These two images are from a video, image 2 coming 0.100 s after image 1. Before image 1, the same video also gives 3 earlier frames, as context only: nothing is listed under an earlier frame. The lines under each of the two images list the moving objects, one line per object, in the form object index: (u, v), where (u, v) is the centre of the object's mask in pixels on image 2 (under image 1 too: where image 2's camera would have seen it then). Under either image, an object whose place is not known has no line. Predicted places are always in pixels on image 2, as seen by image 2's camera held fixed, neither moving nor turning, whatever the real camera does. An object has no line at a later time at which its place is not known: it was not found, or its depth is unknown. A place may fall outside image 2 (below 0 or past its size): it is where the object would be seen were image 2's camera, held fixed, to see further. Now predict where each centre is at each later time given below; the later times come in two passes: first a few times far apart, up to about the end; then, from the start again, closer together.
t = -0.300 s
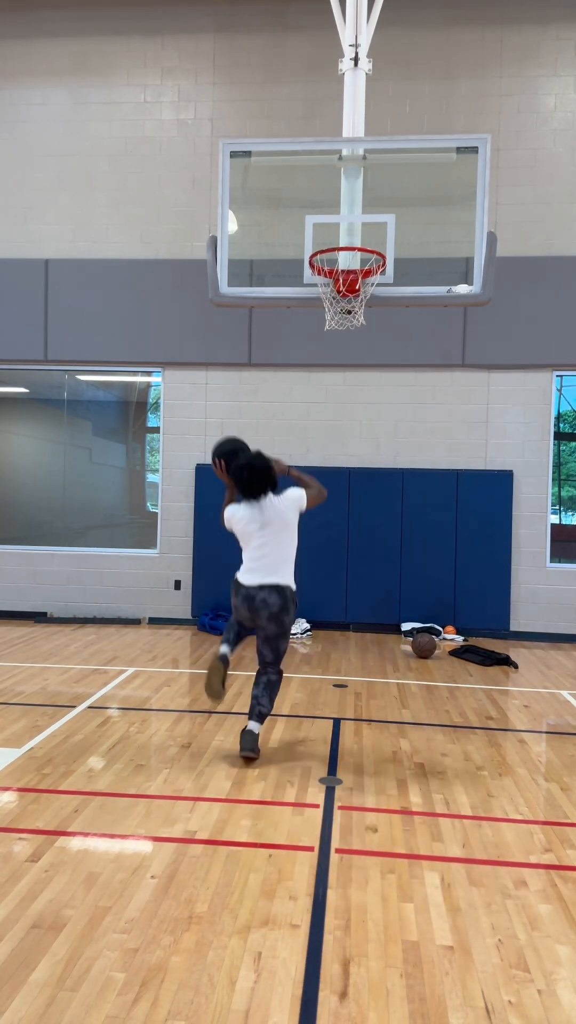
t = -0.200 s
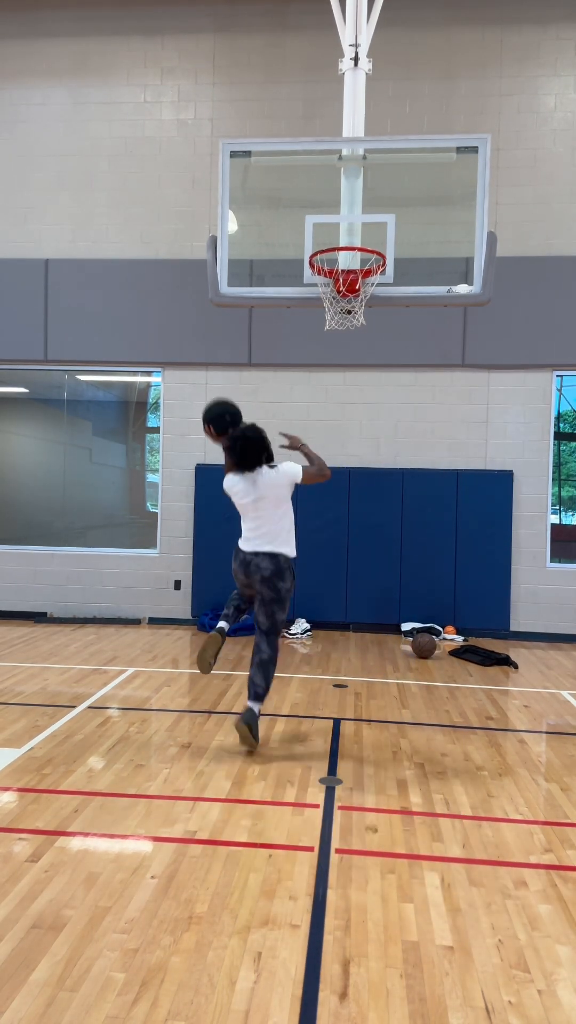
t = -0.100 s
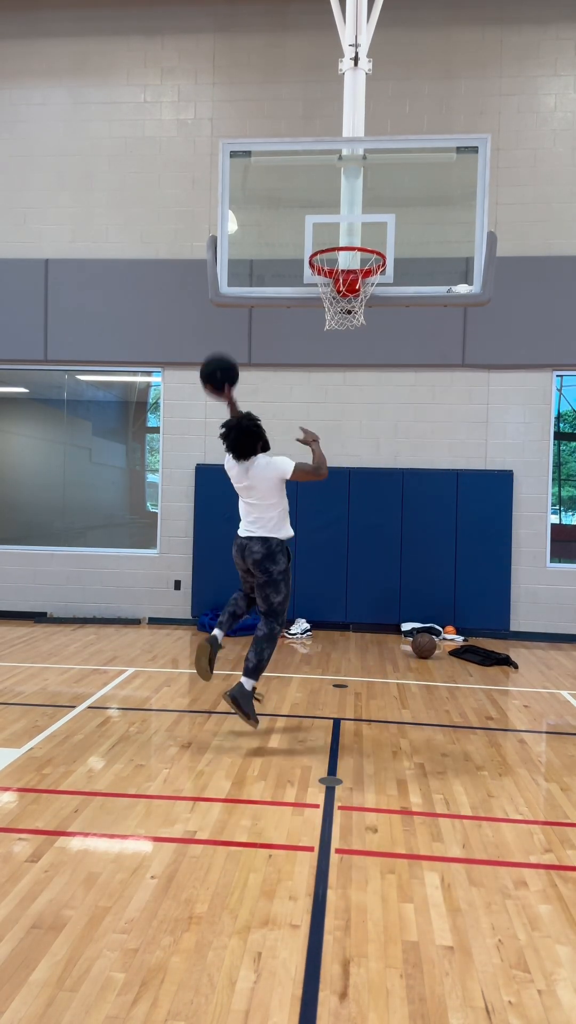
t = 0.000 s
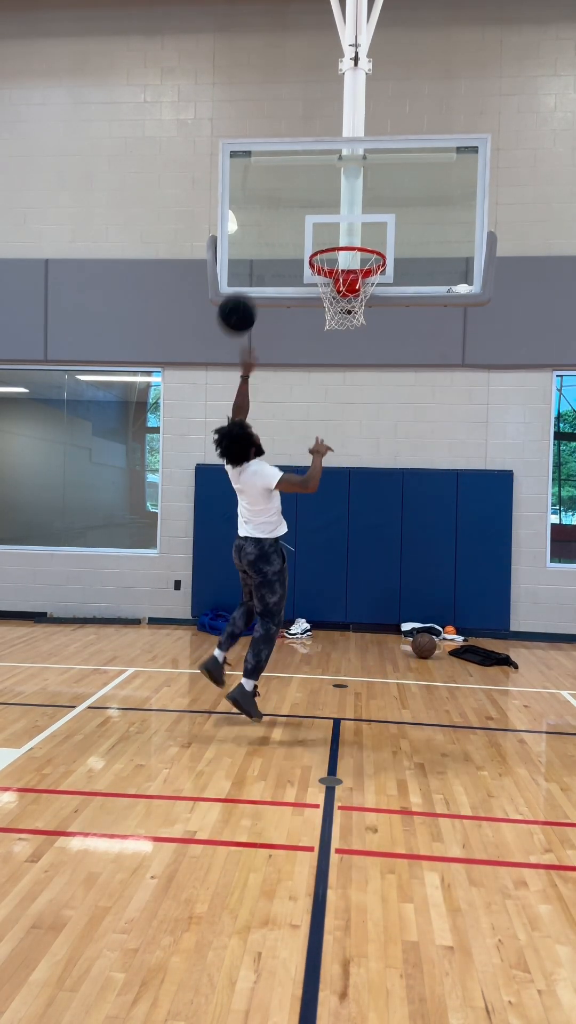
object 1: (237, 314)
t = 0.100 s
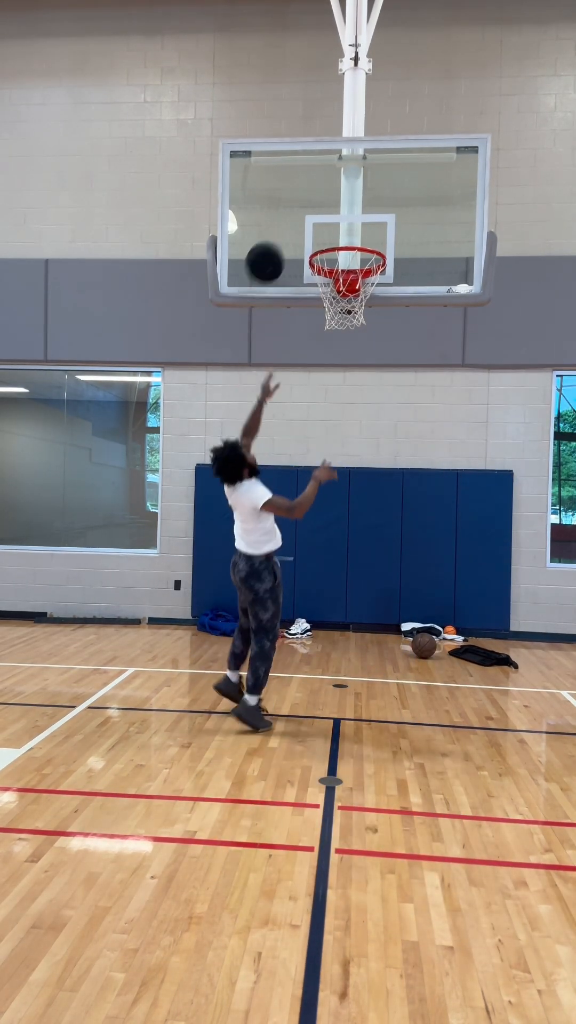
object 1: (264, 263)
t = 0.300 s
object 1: (316, 210)
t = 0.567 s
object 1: (352, 224)
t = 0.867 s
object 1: (361, 324)
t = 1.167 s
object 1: (329, 495)
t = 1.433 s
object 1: (297, 719)
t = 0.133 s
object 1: (274, 249)
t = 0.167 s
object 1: (282, 239)
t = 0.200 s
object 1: (290, 229)
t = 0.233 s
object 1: (299, 221)
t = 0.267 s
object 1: (307, 215)
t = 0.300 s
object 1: (316, 210)
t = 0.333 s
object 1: (324, 208)
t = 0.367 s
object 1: (331, 207)
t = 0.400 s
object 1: (335, 206)
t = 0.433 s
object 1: (339, 206)
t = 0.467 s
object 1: (342, 208)
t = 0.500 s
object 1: (345, 212)
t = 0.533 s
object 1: (349, 217)
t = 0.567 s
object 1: (352, 224)
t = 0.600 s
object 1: (356, 231)
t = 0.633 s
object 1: (359, 243)
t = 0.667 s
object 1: (362, 257)
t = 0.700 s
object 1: (365, 271)
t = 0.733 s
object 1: (368, 286)
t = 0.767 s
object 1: (370, 299)
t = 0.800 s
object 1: (367, 305)
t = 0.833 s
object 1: (363, 316)
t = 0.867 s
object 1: (361, 324)
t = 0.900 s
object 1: (358, 335)
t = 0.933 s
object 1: (354, 348)
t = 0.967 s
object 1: (351, 364)
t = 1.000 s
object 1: (347, 380)
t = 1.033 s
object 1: (344, 400)
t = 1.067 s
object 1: (340, 420)
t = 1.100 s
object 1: (337, 442)
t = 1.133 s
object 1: (333, 467)
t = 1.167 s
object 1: (329, 495)
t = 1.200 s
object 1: (326, 522)
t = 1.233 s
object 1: (322, 554)
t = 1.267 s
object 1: (318, 586)
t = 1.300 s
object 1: (315, 618)
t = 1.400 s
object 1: (301, 739)
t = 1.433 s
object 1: (297, 719)
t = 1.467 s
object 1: (292, 693)
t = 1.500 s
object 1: (287, 668)
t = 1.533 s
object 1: (282, 646)
